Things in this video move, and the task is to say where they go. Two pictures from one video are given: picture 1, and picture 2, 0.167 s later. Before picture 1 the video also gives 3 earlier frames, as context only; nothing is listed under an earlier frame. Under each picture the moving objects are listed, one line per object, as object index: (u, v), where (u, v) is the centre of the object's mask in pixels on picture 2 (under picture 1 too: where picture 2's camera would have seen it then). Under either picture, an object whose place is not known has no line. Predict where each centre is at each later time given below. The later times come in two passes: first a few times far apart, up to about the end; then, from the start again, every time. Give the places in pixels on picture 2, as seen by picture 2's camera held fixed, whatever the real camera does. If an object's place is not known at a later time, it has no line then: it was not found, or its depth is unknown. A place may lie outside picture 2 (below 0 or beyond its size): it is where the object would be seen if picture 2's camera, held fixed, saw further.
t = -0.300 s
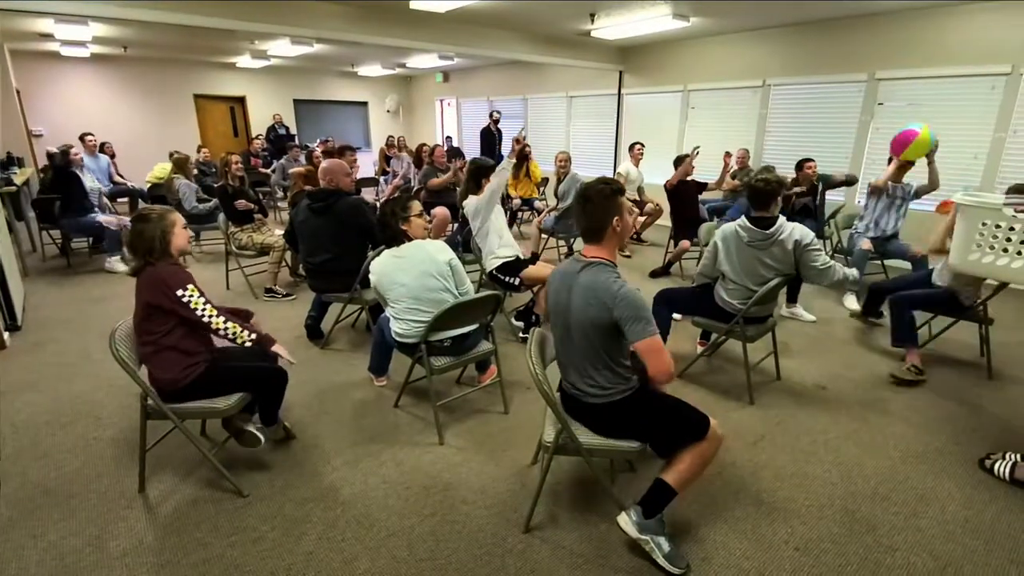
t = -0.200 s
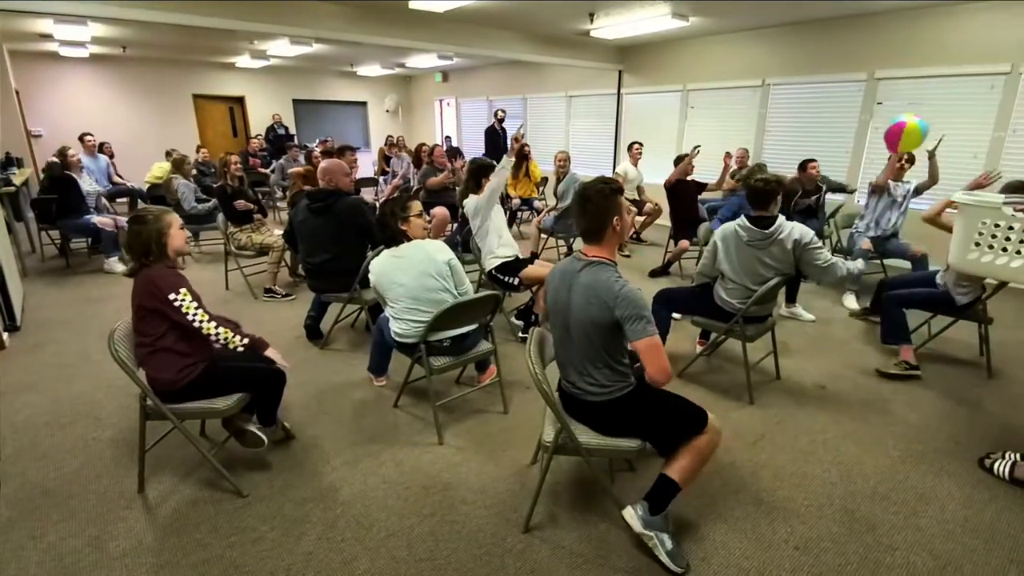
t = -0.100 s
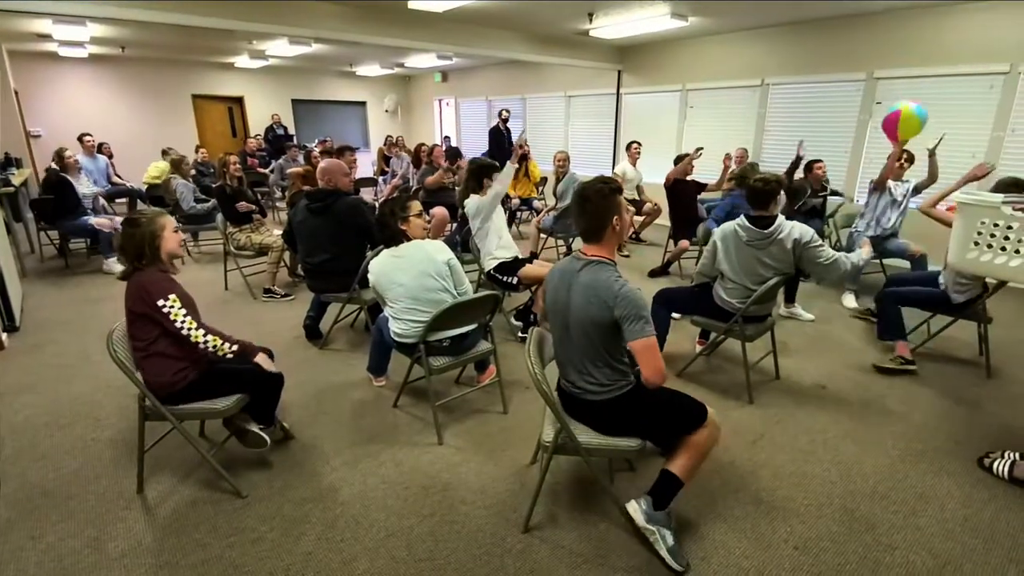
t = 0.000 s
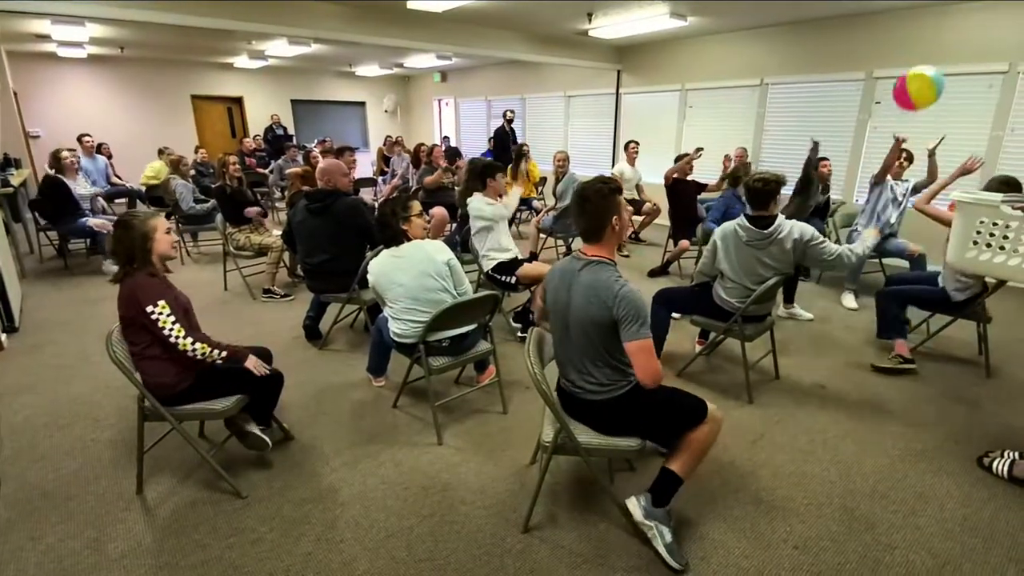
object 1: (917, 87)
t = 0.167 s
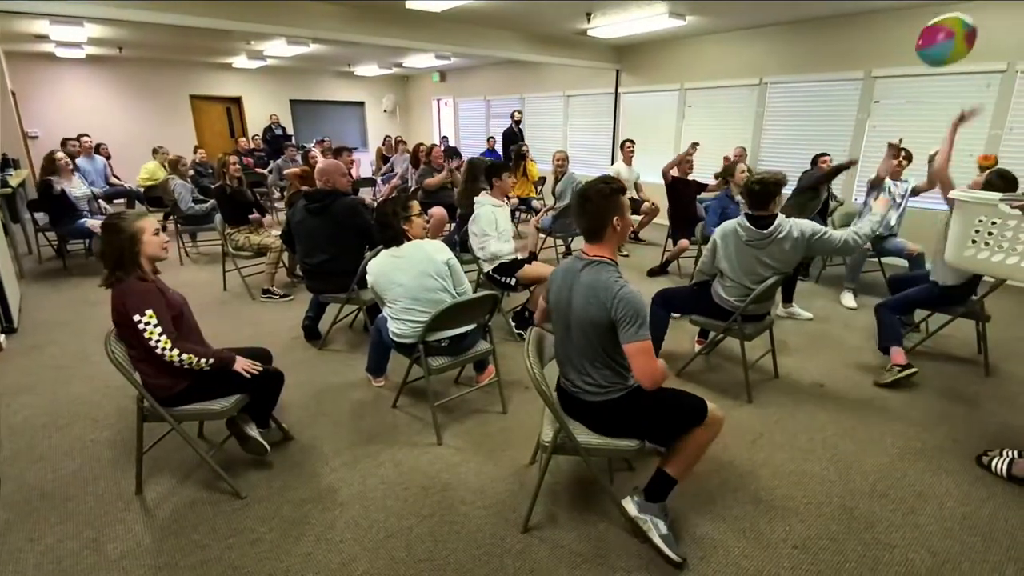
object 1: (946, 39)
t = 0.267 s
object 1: (963, 25)
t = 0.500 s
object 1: (997, 33)
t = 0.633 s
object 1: (1003, 80)
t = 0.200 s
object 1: (952, 32)
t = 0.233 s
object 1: (958, 27)
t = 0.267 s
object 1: (963, 25)
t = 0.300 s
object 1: (969, 23)
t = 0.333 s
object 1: (975, 22)
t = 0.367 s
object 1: (981, 22)
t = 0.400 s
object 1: (986, 23)
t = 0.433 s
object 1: (991, 25)
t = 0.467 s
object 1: (994, 29)
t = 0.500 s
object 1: (997, 33)
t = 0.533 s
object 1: (999, 39)
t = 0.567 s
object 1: (1001, 50)
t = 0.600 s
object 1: (1002, 64)
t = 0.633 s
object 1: (1003, 80)
